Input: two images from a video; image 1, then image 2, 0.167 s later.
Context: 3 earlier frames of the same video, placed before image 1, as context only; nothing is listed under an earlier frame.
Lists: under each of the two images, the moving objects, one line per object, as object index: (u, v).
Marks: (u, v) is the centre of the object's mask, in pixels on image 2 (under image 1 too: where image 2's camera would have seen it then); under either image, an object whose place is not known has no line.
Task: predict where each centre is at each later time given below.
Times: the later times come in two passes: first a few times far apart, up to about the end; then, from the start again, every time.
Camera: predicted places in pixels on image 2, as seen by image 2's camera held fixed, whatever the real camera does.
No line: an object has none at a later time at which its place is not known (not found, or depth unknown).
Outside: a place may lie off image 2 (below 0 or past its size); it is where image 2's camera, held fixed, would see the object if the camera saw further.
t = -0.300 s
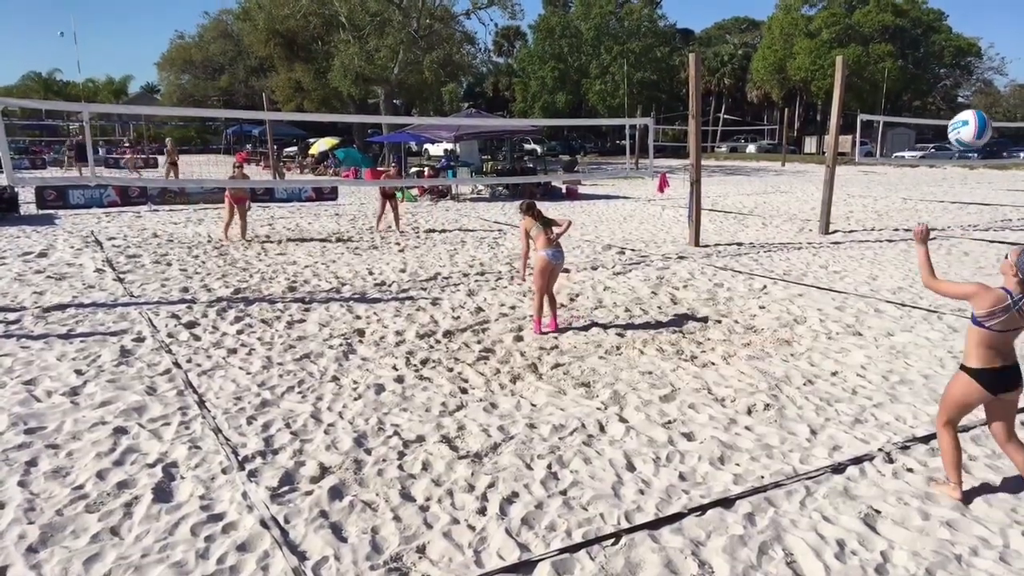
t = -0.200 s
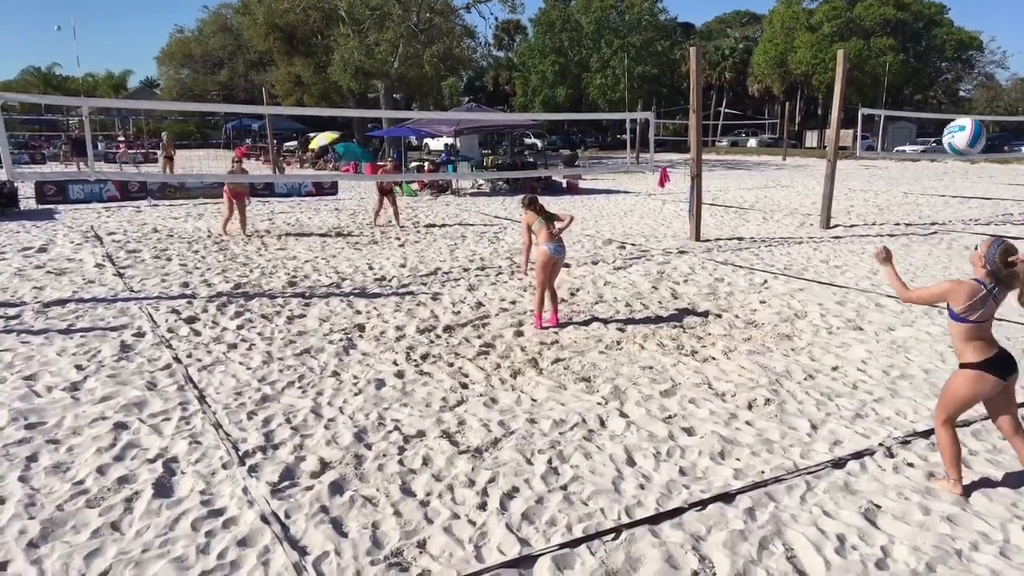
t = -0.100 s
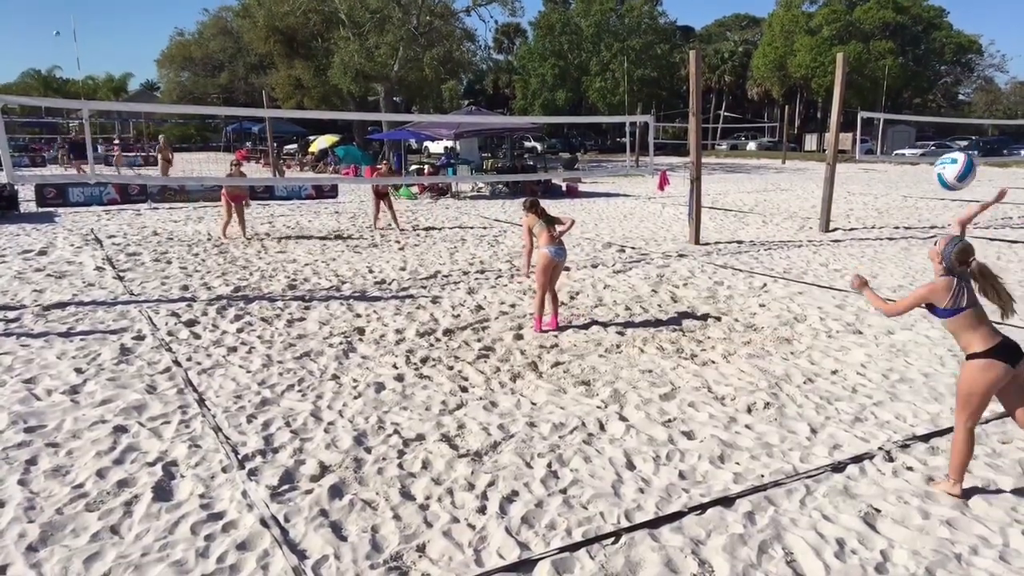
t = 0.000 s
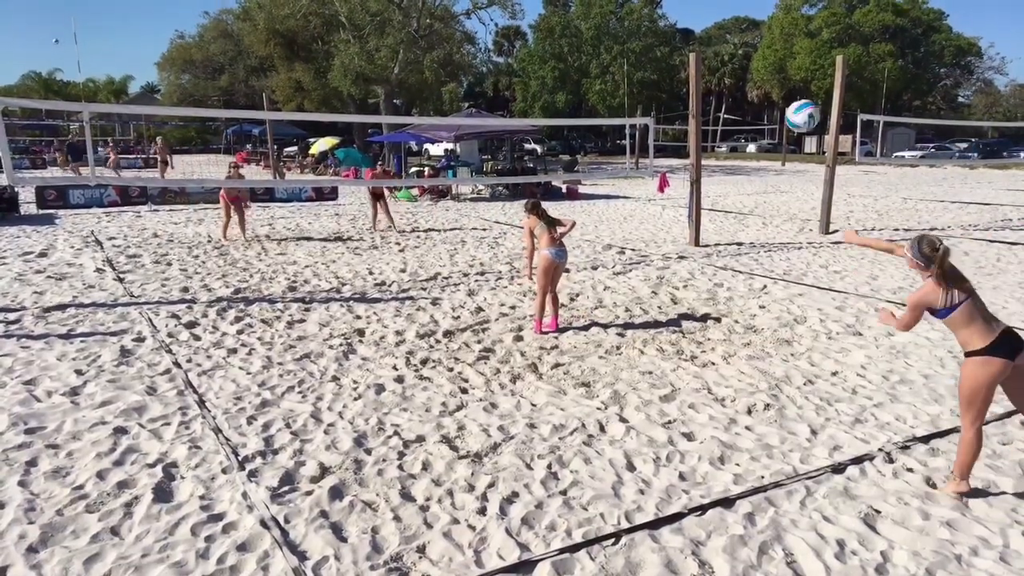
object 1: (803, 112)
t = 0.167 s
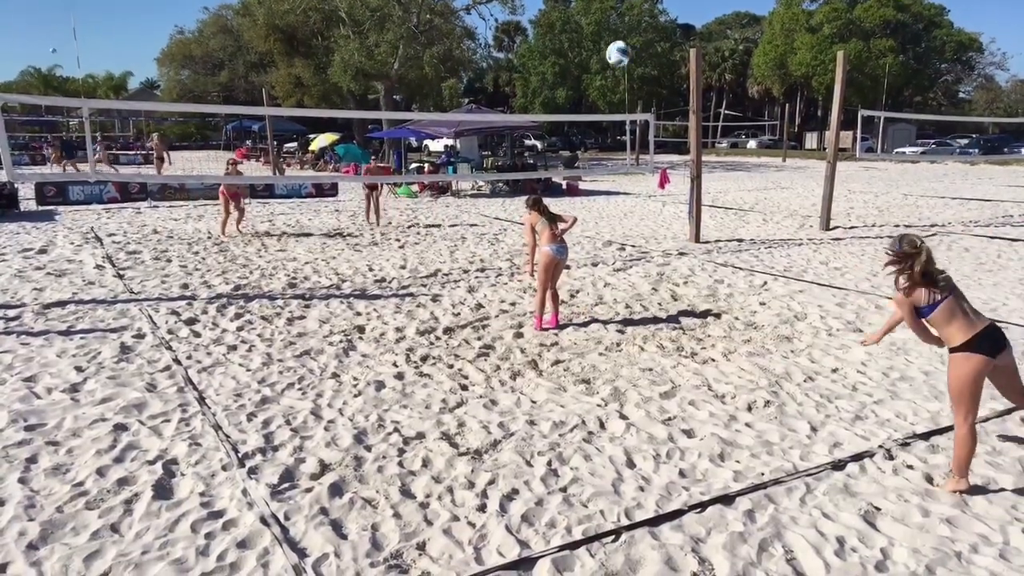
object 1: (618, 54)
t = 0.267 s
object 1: (546, 45)
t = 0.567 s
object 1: (408, 72)
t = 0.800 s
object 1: (344, 122)
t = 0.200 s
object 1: (592, 49)
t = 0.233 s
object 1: (568, 46)
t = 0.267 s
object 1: (546, 45)
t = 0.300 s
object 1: (526, 45)
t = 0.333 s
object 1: (506, 47)
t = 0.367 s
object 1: (489, 49)
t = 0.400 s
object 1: (472, 51)
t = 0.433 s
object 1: (458, 54)
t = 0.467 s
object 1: (445, 57)
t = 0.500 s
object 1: (432, 61)
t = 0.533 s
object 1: (419, 66)
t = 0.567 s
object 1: (408, 72)
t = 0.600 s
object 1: (397, 78)
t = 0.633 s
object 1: (387, 84)
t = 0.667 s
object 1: (377, 90)
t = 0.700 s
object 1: (369, 97)
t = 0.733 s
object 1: (360, 104)
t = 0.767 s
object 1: (351, 108)
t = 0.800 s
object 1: (344, 122)
